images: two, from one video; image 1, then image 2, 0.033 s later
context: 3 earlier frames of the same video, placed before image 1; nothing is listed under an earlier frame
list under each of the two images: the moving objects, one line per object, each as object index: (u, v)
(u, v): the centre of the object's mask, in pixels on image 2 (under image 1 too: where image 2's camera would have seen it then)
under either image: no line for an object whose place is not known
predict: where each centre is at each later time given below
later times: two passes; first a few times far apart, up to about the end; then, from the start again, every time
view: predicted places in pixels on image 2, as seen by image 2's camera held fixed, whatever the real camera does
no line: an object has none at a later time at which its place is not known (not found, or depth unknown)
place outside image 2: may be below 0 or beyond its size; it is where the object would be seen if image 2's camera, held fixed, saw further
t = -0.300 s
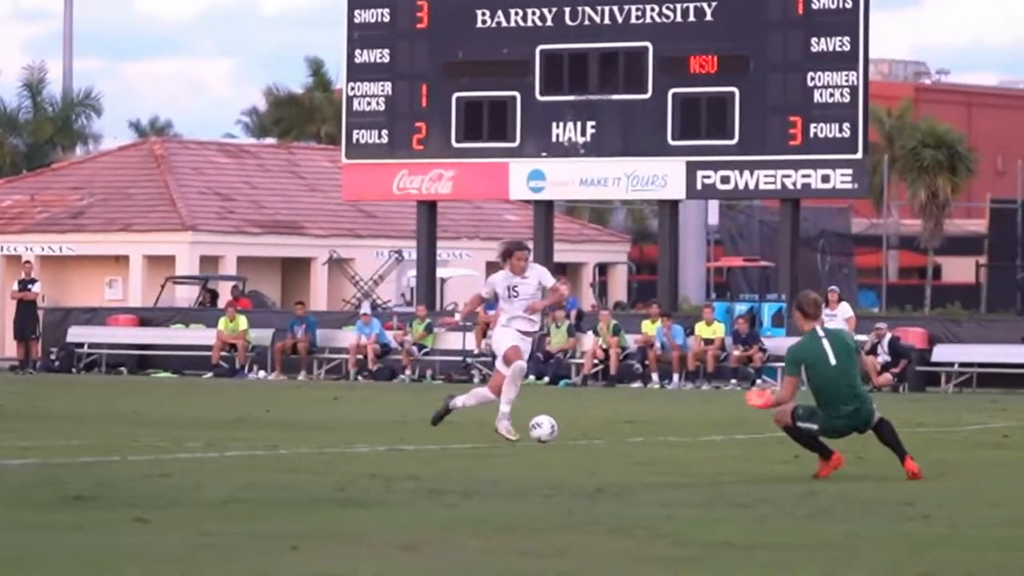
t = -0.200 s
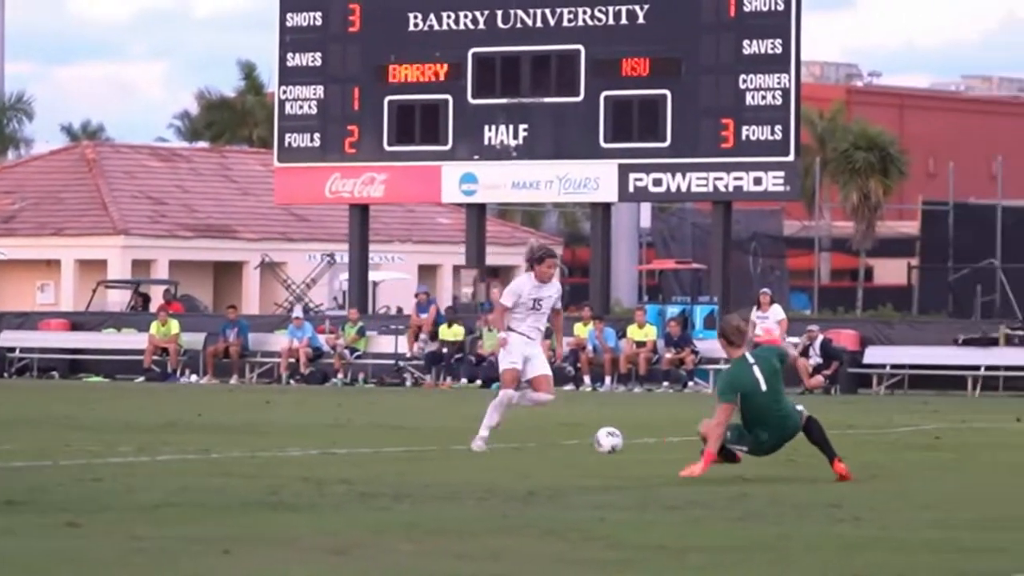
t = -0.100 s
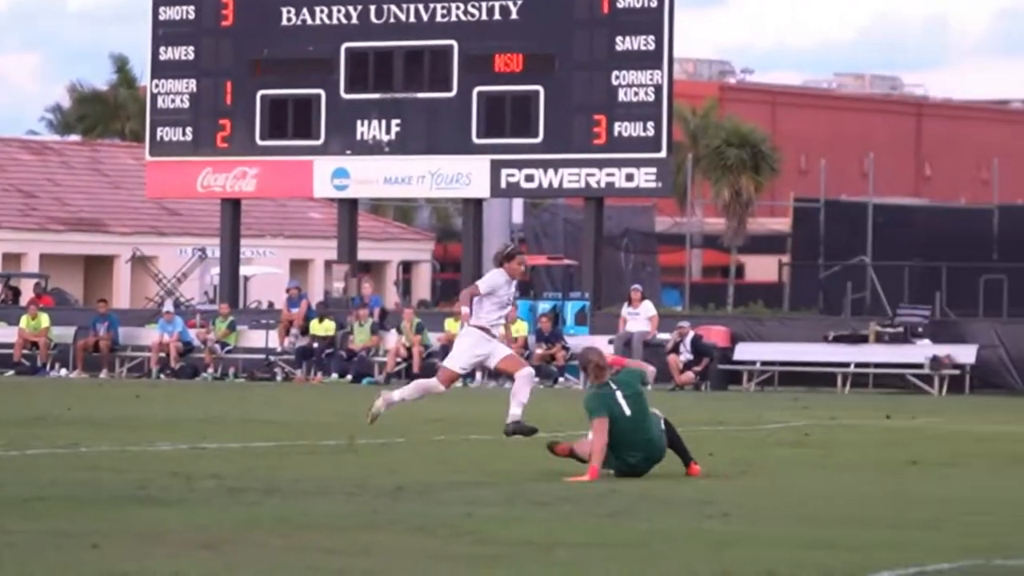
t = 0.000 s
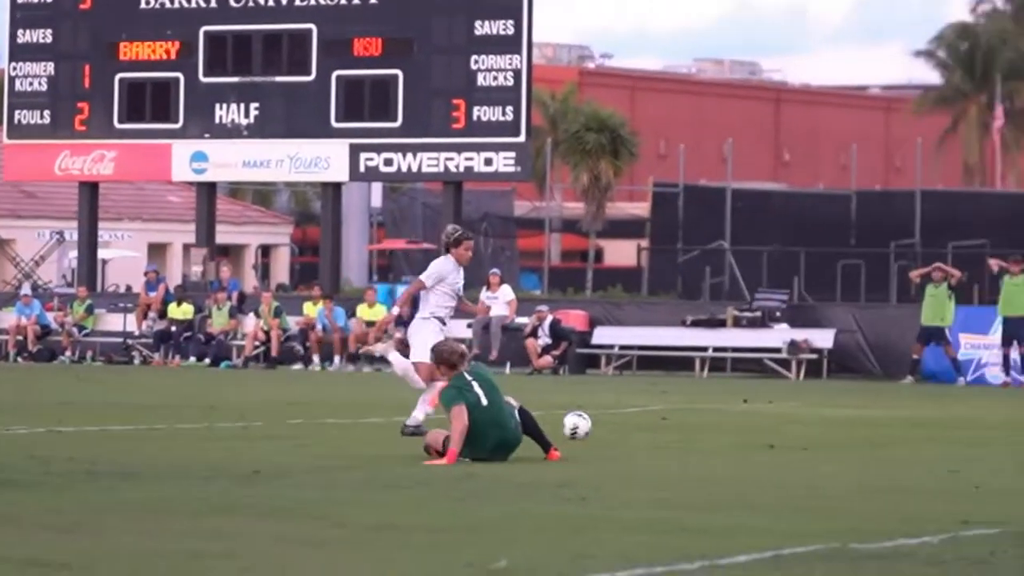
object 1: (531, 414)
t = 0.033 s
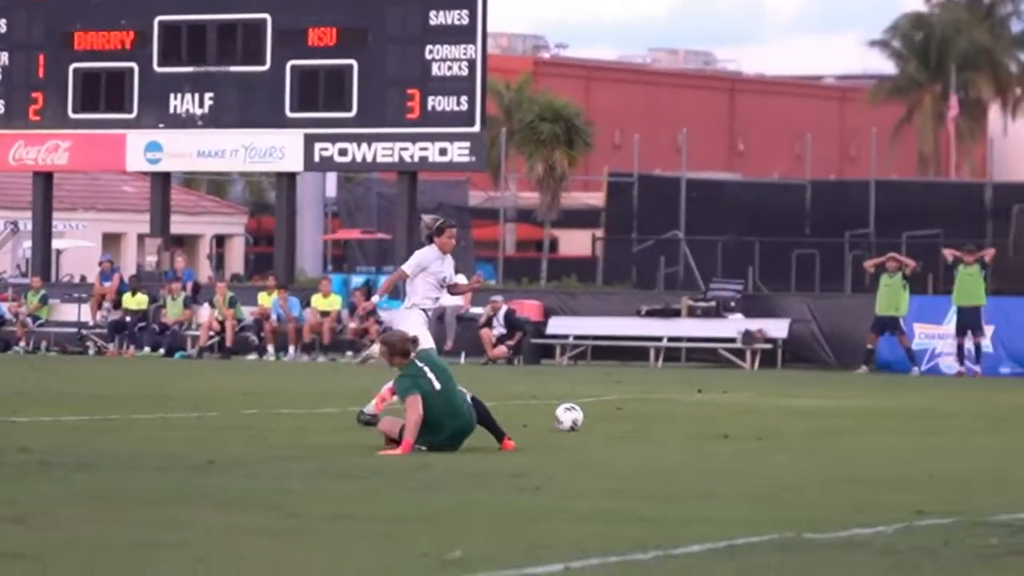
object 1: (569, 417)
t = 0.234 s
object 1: (771, 426)
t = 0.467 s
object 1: (997, 431)
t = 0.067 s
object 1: (605, 419)
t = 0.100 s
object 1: (639, 420)
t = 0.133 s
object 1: (671, 421)
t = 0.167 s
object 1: (703, 422)
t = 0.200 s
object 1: (737, 424)
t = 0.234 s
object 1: (771, 426)
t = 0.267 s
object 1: (803, 426)
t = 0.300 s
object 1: (835, 427)
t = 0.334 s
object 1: (867, 429)
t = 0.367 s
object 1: (900, 430)
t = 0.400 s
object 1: (932, 430)
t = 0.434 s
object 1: (964, 430)
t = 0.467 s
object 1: (997, 431)
